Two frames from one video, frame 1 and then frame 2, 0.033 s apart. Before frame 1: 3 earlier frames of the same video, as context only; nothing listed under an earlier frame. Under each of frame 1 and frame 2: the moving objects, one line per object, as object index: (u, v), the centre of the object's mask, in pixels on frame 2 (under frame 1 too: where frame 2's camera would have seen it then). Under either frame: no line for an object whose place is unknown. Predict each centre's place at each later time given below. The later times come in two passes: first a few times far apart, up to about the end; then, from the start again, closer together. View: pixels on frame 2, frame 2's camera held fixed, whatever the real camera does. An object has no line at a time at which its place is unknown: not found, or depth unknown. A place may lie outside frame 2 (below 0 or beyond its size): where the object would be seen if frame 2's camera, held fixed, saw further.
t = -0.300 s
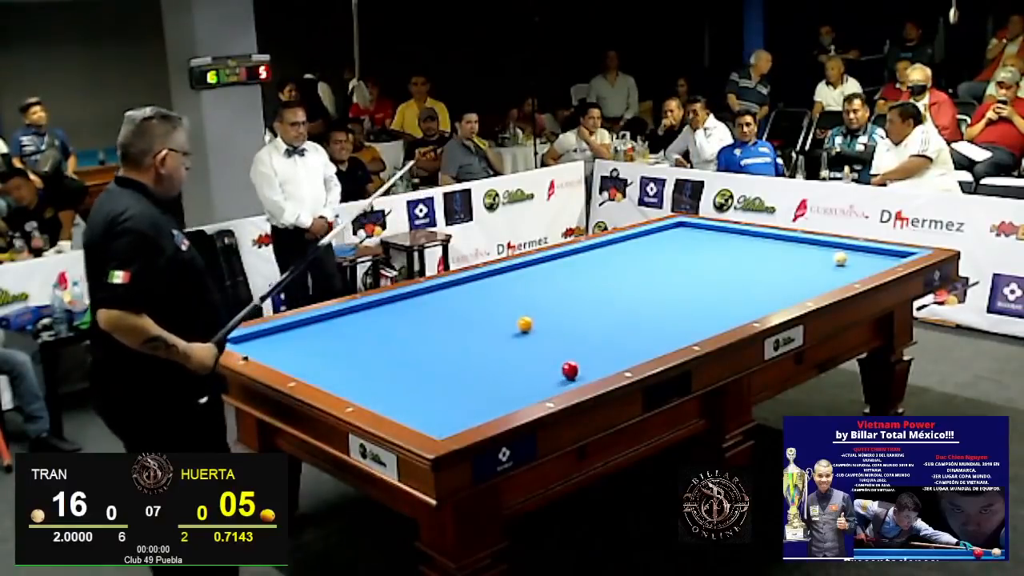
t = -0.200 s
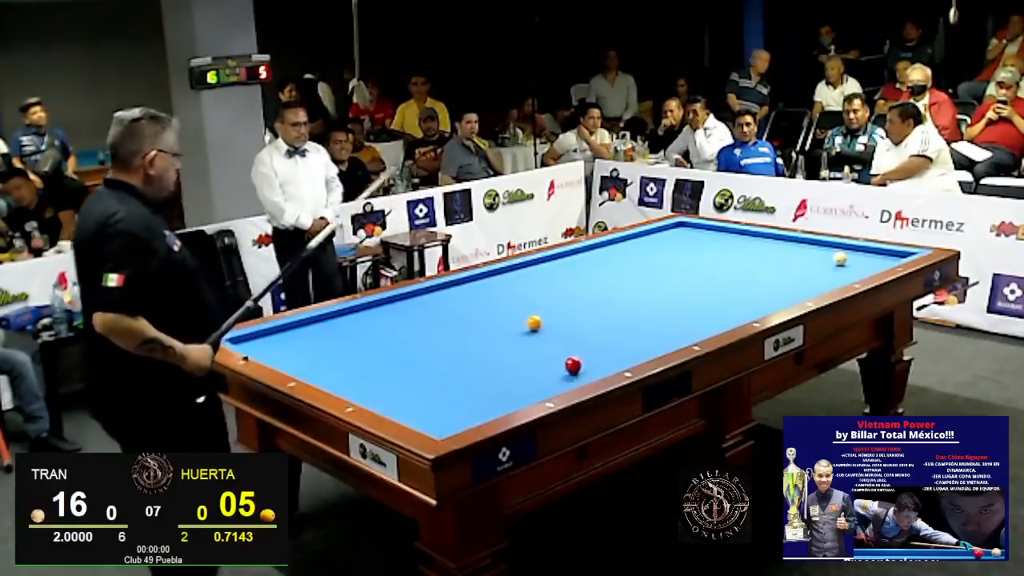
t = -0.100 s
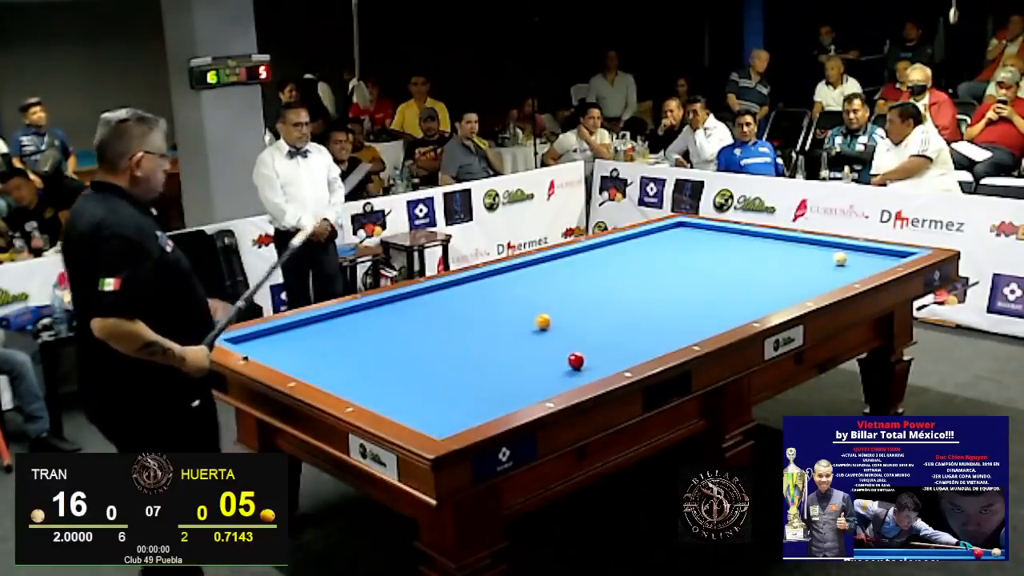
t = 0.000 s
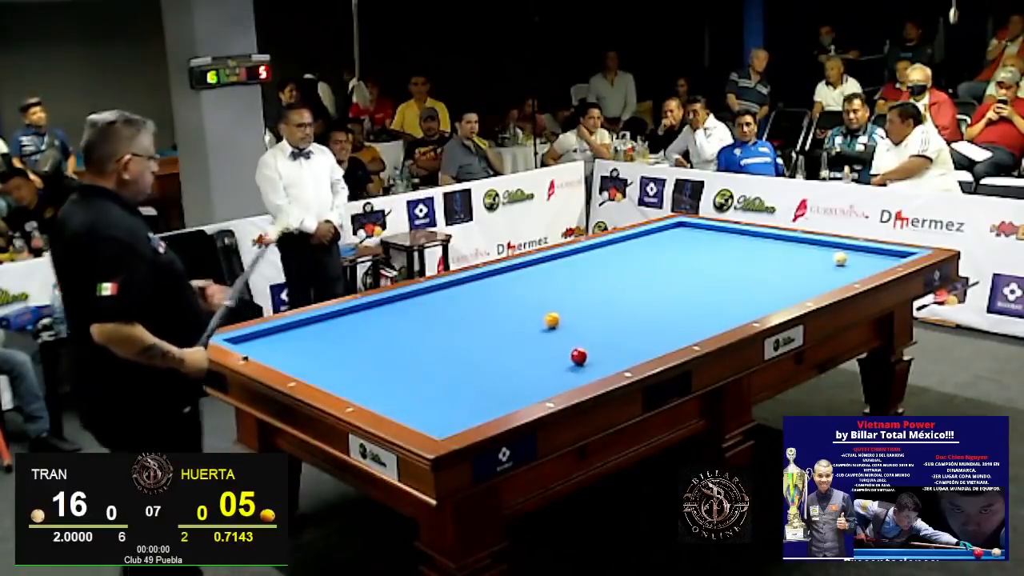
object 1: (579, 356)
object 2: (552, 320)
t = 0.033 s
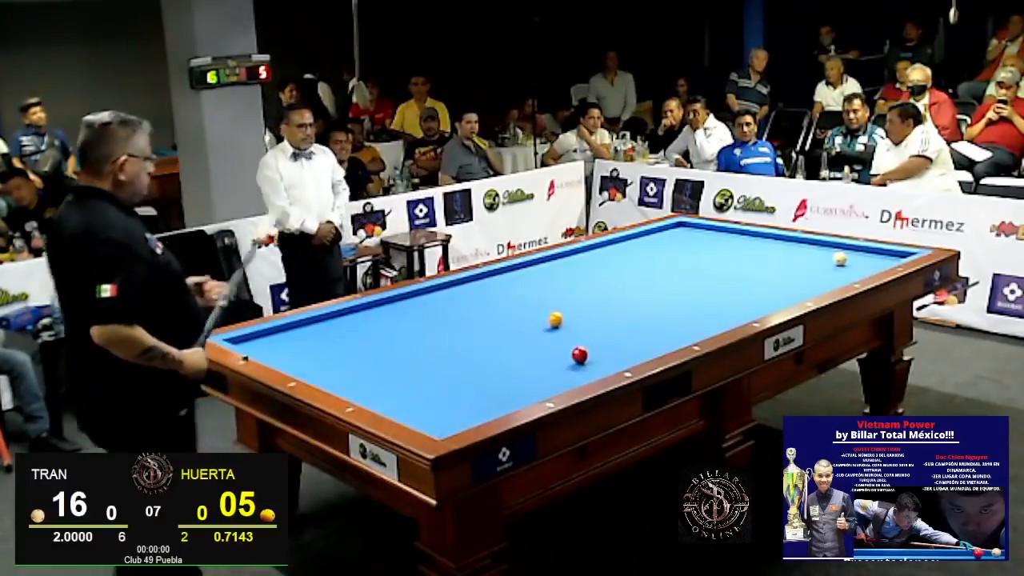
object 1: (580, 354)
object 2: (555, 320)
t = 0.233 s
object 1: (585, 346)
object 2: (572, 317)
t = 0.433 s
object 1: (590, 339)
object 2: (589, 314)
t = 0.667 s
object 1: (595, 330)
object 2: (608, 312)
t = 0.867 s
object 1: (599, 324)
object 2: (624, 309)
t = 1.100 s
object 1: (603, 316)
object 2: (641, 307)
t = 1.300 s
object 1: (607, 311)
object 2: (655, 305)
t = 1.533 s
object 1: (611, 304)
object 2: (671, 302)
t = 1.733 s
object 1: (613, 300)
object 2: (684, 301)
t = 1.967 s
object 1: (617, 294)
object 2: (699, 299)
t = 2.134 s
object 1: (619, 290)
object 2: (710, 297)
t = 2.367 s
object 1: (622, 284)
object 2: (726, 295)
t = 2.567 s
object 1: (624, 280)
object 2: (738, 293)
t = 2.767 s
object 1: (626, 276)
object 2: (749, 291)
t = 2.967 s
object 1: (628, 272)
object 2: (761, 290)
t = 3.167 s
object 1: (629, 269)
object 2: (770, 289)
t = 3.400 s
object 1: (631, 265)
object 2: (782, 287)
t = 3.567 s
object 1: (632, 262)
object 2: (790, 286)
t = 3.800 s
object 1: (634, 259)
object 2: (802, 284)
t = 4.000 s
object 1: (635, 256)
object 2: (809, 284)
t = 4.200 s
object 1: (636, 253)
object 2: (818, 282)
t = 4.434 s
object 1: (637, 251)
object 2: (826, 280)
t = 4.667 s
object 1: (638, 249)
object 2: (835, 278)
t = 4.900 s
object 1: (639, 246)
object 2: (844, 276)
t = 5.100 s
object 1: (640, 244)
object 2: (848, 275)
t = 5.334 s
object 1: (641, 241)
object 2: (849, 274)
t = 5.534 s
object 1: (641, 239)
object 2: (850, 273)
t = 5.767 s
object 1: (642, 237)
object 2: (852, 272)
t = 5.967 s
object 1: (643, 236)
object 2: (852, 272)
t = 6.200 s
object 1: (643, 235)
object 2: (854, 271)
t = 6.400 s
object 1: (644, 234)
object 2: (855, 270)
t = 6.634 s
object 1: (647, 233)
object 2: (856, 269)
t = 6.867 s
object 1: (651, 232)
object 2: (857, 269)
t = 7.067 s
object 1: (654, 232)
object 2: (859, 269)
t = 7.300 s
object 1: (658, 232)
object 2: (859, 268)
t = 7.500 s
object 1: (661, 231)
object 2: (860, 268)
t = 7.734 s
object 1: (663, 230)
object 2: (861, 267)
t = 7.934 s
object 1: (665, 230)
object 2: (861, 267)
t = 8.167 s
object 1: (667, 230)
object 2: (861, 267)
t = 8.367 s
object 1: (668, 230)
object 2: (862, 267)
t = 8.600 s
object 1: (670, 230)
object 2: (862, 267)
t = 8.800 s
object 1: (671, 230)
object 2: (862, 267)
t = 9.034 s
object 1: (671, 230)
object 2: (862, 267)
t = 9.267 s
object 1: (672, 230)
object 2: (862, 267)
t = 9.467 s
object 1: (672, 230)
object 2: (862, 267)
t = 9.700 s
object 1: (672, 230)
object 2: (862, 267)
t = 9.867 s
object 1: (672, 230)
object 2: (862, 267)
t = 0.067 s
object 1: (581, 353)
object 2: (558, 319)
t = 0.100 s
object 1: (581, 352)
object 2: (561, 319)
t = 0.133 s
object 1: (583, 350)
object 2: (564, 318)
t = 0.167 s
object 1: (583, 349)
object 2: (567, 318)
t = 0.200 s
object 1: (584, 347)
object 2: (569, 317)
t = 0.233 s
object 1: (585, 346)
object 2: (572, 317)
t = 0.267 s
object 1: (586, 345)
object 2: (575, 317)
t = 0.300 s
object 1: (586, 344)
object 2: (578, 316)
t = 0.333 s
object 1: (587, 343)
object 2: (581, 316)
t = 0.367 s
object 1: (588, 341)
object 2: (584, 315)
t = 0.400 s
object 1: (589, 340)
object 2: (586, 315)
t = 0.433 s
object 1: (590, 339)
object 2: (589, 314)
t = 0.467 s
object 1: (590, 338)
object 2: (592, 314)
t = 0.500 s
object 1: (591, 337)
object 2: (595, 314)
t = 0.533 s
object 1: (592, 335)
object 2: (597, 313)
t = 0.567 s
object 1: (593, 334)
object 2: (600, 313)
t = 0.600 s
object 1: (593, 333)
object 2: (603, 313)
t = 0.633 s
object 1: (594, 331)
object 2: (606, 312)
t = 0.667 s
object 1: (595, 330)
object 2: (608, 312)
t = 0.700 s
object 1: (596, 329)
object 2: (611, 312)
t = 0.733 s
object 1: (596, 328)
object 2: (613, 311)
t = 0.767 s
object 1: (597, 327)
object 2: (616, 310)
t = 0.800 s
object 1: (598, 326)
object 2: (618, 310)
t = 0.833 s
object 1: (599, 325)
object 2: (621, 310)
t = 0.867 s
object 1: (599, 324)
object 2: (624, 309)
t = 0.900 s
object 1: (600, 322)
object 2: (626, 309)
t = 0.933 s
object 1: (600, 322)
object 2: (629, 308)
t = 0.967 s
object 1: (601, 321)
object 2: (631, 308)
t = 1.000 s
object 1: (602, 319)
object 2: (633, 308)
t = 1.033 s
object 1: (602, 318)
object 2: (636, 307)
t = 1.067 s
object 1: (603, 317)
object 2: (639, 307)
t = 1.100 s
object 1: (603, 316)
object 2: (641, 307)
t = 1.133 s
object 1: (604, 315)
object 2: (643, 306)
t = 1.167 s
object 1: (605, 315)
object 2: (646, 306)
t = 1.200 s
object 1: (605, 314)
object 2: (648, 306)
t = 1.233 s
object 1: (606, 312)
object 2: (651, 305)
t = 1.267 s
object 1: (606, 312)
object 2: (653, 305)
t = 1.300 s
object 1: (607, 311)
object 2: (655, 305)
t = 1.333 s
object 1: (607, 310)
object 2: (658, 304)
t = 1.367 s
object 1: (608, 309)
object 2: (660, 304)
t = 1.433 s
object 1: (609, 307)
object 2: (665, 303)
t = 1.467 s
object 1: (609, 306)
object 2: (667, 303)
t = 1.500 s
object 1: (610, 305)
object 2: (669, 303)
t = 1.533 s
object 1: (611, 304)
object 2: (671, 302)
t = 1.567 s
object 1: (611, 304)
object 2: (674, 302)
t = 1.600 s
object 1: (611, 303)
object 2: (676, 302)
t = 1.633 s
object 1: (612, 302)
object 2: (678, 302)
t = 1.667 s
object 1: (613, 301)
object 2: (680, 301)
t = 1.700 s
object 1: (613, 300)
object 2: (682, 301)
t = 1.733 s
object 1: (613, 300)
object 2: (684, 301)
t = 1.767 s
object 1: (613, 300)
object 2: (685, 301)
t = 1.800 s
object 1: (614, 299)
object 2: (687, 300)
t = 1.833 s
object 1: (615, 297)
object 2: (691, 300)
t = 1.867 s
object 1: (615, 296)
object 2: (693, 299)
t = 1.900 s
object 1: (616, 296)
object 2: (695, 299)
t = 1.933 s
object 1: (616, 295)
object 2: (697, 299)
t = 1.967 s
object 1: (617, 294)
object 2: (699, 299)
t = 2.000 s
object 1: (617, 293)
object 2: (702, 299)
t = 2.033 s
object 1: (617, 293)
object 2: (704, 298)
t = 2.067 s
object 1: (618, 292)
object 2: (706, 298)
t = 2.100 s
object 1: (618, 291)
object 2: (708, 297)
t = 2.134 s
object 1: (619, 290)
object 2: (710, 297)
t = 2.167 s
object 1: (619, 289)
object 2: (712, 297)
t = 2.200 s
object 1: (620, 288)
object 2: (716, 296)
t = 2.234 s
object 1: (620, 287)
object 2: (717, 296)
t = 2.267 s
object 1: (620, 287)
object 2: (720, 296)
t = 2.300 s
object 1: (621, 286)
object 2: (722, 296)
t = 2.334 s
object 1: (621, 285)
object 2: (724, 295)
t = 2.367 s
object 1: (622, 284)
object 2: (726, 295)
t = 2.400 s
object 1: (622, 284)
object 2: (727, 294)
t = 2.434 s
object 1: (622, 283)
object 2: (729, 294)
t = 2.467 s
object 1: (623, 282)
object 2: (731, 294)
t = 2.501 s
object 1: (623, 282)
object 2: (733, 294)
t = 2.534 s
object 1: (623, 281)
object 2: (735, 294)
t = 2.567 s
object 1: (624, 280)
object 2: (738, 293)
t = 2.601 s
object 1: (624, 279)
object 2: (740, 293)
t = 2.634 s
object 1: (625, 278)
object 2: (742, 292)
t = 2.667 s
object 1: (625, 278)
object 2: (744, 292)
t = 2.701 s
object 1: (625, 277)
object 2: (746, 292)
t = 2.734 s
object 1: (626, 276)
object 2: (747, 292)
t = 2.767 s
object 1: (626, 276)
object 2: (749, 291)
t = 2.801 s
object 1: (626, 275)
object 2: (751, 291)
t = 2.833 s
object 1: (626, 275)
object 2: (753, 291)
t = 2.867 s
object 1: (627, 274)
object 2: (755, 291)
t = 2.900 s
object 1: (627, 274)
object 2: (756, 291)
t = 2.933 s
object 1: (627, 272)
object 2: (760, 290)
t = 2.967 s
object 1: (628, 272)
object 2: (761, 290)
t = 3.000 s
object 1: (628, 271)
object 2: (763, 290)
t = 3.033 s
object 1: (628, 271)
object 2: (765, 289)
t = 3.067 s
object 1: (628, 270)
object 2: (766, 289)
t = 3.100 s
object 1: (629, 269)
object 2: (768, 289)
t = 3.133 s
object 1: (629, 269)
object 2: (770, 289)
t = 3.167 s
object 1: (629, 269)
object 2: (770, 289)
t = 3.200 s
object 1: (629, 268)
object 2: (771, 288)
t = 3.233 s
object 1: (629, 268)
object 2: (773, 288)
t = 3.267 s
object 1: (630, 267)
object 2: (775, 288)
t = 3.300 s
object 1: (630, 267)
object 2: (776, 288)
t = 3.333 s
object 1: (631, 266)
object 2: (779, 287)
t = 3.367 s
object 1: (631, 265)
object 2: (781, 287)
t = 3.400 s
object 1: (631, 265)
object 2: (782, 287)
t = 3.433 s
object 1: (631, 264)
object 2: (784, 287)
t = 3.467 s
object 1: (632, 264)
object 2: (786, 287)
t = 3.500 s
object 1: (632, 264)
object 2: (787, 287)
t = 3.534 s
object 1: (632, 263)
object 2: (789, 286)
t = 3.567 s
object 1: (632, 262)
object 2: (790, 286)
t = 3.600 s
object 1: (633, 262)
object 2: (792, 286)
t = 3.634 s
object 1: (633, 261)
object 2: (793, 286)
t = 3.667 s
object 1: (633, 261)
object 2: (795, 285)
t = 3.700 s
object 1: (633, 260)
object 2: (797, 285)
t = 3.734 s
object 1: (634, 260)
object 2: (799, 285)
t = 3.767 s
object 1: (634, 260)
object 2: (800, 285)
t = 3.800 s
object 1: (634, 259)
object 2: (802, 284)
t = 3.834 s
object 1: (634, 258)
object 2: (803, 284)
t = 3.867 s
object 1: (634, 258)
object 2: (803, 284)
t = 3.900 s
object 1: (634, 258)
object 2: (805, 284)
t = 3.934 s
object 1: (635, 258)
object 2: (806, 284)
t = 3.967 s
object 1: (635, 257)
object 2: (807, 284)
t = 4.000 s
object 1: (635, 256)
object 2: (809, 284)
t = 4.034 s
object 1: (635, 256)
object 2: (810, 283)
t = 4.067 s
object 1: (635, 255)
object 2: (812, 283)
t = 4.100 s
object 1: (636, 254)
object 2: (814, 283)
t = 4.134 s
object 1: (636, 254)
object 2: (816, 282)
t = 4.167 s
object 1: (636, 254)
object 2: (817, 282)
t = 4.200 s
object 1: (636, 253)
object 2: (818, 282)
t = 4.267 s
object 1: (637, 253)
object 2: (820, 282)
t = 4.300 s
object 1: (637, 252)
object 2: (821, 282)
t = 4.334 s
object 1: (637, 252)
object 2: (822, 281)
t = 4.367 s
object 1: (637, 252)
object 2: (824, 281)
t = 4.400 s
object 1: (637, 251)
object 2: (825, 281)
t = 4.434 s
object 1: (637, 251)
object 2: (826, 280)
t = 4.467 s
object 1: (637, 251)
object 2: (828, 280)
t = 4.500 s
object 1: (637, 250)
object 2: (830, 280)
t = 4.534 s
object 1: (638, 250)
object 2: (831, 279)
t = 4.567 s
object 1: (638, 249)
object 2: (832, 279)
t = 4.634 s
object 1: (638, 249)
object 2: (834, 278)
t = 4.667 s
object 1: (638, 249)
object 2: (835, 278)
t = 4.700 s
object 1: (638, 248)
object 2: (836, 278)
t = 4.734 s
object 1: (638, 248)
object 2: (837, 278)
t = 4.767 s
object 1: (638, 248)
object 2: (838, 277)
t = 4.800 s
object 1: (639, 247)
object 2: (839, 277)
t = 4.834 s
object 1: (639, 247)
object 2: (840, 277)
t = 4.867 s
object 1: (639, 247)
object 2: (842, 277)
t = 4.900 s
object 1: (639, 246)
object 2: (844, 276)
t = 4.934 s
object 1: (639, 245)
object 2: (845, 276)
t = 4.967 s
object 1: (639, 245)
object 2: (846, 276)
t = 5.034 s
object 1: (640, 244)
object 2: (847, 275)
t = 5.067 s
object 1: (640, 244)
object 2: (847, 275)
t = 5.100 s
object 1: (640, 244)
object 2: (848, 275)
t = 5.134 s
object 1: (640, 243)
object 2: (848, 275)
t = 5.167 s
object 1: (640, 243)
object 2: (848, 275)
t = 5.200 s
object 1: (640, 243)
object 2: (848, 275)
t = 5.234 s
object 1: (640, 242)
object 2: (849, 274)
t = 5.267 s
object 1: (641, 242)
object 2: (849, 274)
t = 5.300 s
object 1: (641, 242)
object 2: (849, 274)
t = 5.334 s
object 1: (641, 241)
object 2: (849, 274)
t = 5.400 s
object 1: (641, 241)
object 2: (849, 274)
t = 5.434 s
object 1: (641, 240)
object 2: (850, 274)
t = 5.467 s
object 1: (641, 240)
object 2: (850, 273)
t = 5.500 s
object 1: (641, 240)
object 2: (850, 273)
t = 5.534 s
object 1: (641, 239)
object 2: (850, 273)
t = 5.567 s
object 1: (641, 239)
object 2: (850, 273)
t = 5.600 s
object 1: (642, 239)
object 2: (850, 273)
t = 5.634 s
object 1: (642, 238)
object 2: (850, 273)
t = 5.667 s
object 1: (642, 238)
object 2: (851, 273)
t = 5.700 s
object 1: (642, 238)
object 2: (851, 272)
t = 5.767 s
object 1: (642, 237)
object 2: (852, 272)
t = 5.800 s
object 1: (642, 237)
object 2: (852, 272)
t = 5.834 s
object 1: (642, 237)
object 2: (852, 272)
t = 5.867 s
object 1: (642, 237)
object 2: (852, 272)
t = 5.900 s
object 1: (643, 236)
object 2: (852, 272)
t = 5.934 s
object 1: (642, 236)
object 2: (852, 272)
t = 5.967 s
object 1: (643, 236)
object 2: (852, 272)
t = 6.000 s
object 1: (643, 236)
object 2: (853, 271)
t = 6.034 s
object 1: (643, 236)
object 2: (853, 271)
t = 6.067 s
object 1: (643, 235)
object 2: (853, 271)
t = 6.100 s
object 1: (643, 235)
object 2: (853, 271)
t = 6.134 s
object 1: (643, 235)
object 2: (854, 271)
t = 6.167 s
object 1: (643, 235)
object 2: (854, 271)
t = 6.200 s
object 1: (643, 235)
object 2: (854, 271)
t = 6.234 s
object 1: (643, 235)
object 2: (854, 271)
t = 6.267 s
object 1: (643, 234)
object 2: (854, 271)
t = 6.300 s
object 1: (643, 234)
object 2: (854, 270)
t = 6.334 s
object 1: (643, 234)
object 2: (855, 270)
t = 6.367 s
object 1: (643, 234)
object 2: (855, 270)
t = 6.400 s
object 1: (644, 234)
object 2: (855, 270)
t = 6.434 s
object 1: (644, 233)
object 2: (855, 270)
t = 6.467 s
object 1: (644, 233)
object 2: (855, 270)
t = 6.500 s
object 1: (645, 233)
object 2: (856, 270)
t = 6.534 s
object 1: (645, 233)
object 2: (856, 270)
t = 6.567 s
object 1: (646, 233)
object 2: (856, 270)
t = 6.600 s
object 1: (647, 233)
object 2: (856, 269)
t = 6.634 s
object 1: (647, 233)
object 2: (856, 269)
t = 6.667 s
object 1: (648, 233)
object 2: (857, 269)
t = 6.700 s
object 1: (649, 233)
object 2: (857, 269)
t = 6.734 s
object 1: (649, 233)
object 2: (857, 269)
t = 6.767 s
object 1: (650, 233)
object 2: (857, 269)
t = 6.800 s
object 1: (650, 232)
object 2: (857, 269)
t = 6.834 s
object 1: (651, 233)
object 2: (857, 269)
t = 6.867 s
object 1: (651, 232)
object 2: (857, 269)
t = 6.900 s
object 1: (652, 232)
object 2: (858, 269)
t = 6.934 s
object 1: (652, 232)
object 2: (858, 269)
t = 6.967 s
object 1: (653, 232)
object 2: (858, 269)
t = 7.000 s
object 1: (653, 232)
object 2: (858, 269)
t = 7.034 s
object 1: (654, 232)
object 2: (859, 269)
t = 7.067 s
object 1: (654, 232)
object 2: (859, 269)
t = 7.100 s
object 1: (655, 232)
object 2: (859, 269)
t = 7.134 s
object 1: (656, 232)
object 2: (859, 269)
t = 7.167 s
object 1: (656, 232)
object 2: (859, 268)
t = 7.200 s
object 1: (657, 232)
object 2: (859, 268)
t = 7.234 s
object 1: (657, 232)
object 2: (859, 268)
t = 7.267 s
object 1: (658, 232)
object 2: (859, 268)
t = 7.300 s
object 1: (658, 232)
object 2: (859, 268)
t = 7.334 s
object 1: (658, 231)
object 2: (859, 268)
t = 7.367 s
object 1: (659, 231)
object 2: (859, 268)
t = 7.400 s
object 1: (659, 231)
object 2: (859, 268)
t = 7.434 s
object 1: (660, 231)
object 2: (860, 268)
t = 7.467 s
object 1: (660, 231)
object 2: (860, 268)
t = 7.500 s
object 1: (661, 231)
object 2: (860, 268)
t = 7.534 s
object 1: (661, 231)
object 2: (860, 268)
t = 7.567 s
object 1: (661, 231)
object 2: (861, 267)
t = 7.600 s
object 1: (662, 231)
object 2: (860, 268)
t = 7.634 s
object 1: (662, 231)
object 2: (861, 267)
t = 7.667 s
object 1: (662, 231)
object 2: (861, 267)
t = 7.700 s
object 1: (663, 230)
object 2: (861, 267)
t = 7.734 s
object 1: (663, 230)
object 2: (861, 267)
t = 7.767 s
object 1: (663, 230)
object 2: (861, 267)
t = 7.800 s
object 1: (664, 230)
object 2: (861, 267)
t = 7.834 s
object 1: (664, 230)
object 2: (861, 267)
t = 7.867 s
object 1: (665, 230)
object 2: (861, 267)
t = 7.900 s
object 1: (665, 230)
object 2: (861, 267)
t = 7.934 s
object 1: (665, 230)
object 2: (861, 267)
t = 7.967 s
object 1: (665, 230)
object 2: (861, 267)
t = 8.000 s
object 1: (666, 230)
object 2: (861, 267)
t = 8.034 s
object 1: (666, 230)
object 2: (861, 267)
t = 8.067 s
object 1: (666, 230)
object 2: (861, 267)
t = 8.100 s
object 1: (667, 230)
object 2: (861, 267)
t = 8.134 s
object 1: (667, 230)
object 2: (861, 267)
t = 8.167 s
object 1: (667, 230)
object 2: (861, 267)
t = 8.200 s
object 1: (667, 230)
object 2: (861, 267)
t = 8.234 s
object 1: (667, 230)
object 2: (862, 267)
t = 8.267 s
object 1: (668, 230)
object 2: (862, 267)
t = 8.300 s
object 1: (668, 230)
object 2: (862, 267)
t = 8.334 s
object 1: (668, 230)
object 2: (862, 267)
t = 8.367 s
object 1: (668, 230)
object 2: (862, 267)
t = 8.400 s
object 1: (669, 230)
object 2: (862, 267)
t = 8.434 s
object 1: (669, 230)
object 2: (862, 267)
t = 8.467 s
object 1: (669, 230)
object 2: (862, 267)
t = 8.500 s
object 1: (670, 230)
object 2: (862, 267)
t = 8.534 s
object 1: (670, 230)
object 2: (862, 267)
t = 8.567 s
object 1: (670, 230)
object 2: (862, 267)
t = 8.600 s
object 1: (670, 230)
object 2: (862, 267)
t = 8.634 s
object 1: (670, 230)
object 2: (862, 267)
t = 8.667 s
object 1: (670, 230)
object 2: (862, 267)
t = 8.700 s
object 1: (670, 230)
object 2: (862, 267)
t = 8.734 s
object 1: (670, 230)
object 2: (862, 267)
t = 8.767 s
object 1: (670, 230)
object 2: (862, 267)
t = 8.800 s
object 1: (671, 230)
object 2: (862, 267)
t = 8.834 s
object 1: (671, 230)
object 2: (862, 267)
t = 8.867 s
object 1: (671, 230)
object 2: (862, 267)
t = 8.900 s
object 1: (671, 230)
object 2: (862, 267)
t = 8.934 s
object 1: (671, 230)
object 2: (862, 267)
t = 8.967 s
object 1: (671, 230)
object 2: (862, 267)
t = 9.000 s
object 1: (671, 230)
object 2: (862, 267)
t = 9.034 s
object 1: (671, 230)
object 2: (862, 267)
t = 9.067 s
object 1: (672, 230)
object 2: (862, 267)
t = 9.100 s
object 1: (672, 230)
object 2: (862, 267)
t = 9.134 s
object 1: (672, 230)
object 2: (862, 267)
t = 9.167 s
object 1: (672, 230)
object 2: (862, 267)
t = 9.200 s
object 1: (672, 230)
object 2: (862, 267)
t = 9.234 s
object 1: (672, 230)
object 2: (862, 267)
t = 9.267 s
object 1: (672, 230)
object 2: (862, 267)
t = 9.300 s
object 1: (671, 230)
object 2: (862, 267)
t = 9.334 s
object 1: (672, 230)
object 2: (862, 267)
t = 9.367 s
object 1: (671, 230)
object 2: (862, 267)
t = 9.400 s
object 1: (671, 230)
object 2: (862, 267)
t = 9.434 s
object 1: (672, 230)
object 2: (862, 267)
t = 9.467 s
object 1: (672, 230)
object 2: (862, 267)
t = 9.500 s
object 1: (672, 230)
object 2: (862, 267)
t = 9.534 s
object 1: (672, 230)
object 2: (862, 267)
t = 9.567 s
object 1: (672, 230)
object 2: (862, 267)
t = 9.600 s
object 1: (672, 230)
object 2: (862, 267)
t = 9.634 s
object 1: (671, 230)
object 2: (862, 267)
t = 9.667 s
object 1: (672, 230)
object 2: (862, 267)
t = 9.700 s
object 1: (672, 230)
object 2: (862, 267)
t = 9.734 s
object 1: (672, 230)
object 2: (862, 267)
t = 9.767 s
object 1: (671, 230)
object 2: (862, 267)
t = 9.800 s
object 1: (671, 230)
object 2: (862, 267)
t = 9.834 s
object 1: (671, 230)
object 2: (862, 267)
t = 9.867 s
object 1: (672, 230)
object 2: (862, 267)
